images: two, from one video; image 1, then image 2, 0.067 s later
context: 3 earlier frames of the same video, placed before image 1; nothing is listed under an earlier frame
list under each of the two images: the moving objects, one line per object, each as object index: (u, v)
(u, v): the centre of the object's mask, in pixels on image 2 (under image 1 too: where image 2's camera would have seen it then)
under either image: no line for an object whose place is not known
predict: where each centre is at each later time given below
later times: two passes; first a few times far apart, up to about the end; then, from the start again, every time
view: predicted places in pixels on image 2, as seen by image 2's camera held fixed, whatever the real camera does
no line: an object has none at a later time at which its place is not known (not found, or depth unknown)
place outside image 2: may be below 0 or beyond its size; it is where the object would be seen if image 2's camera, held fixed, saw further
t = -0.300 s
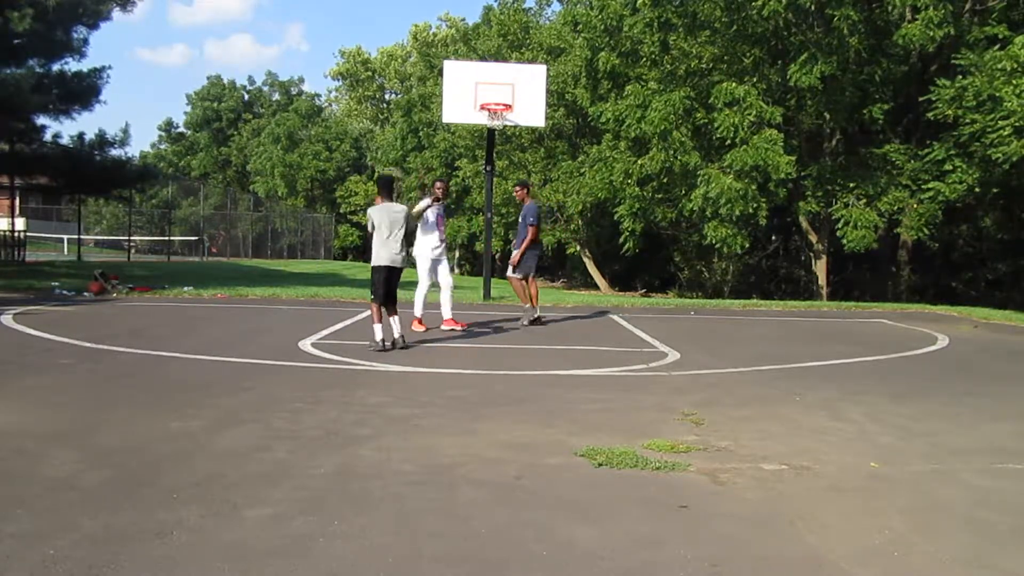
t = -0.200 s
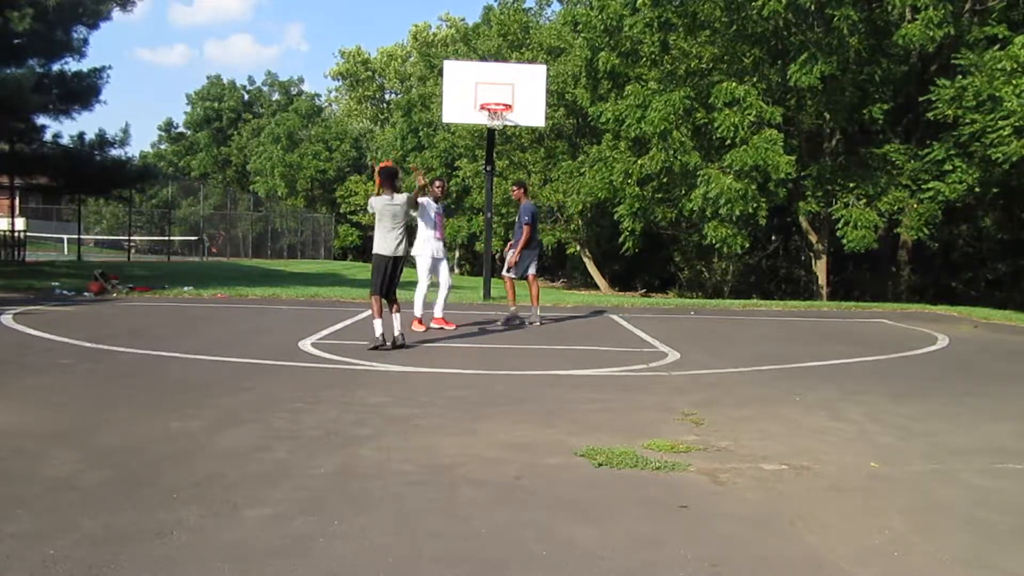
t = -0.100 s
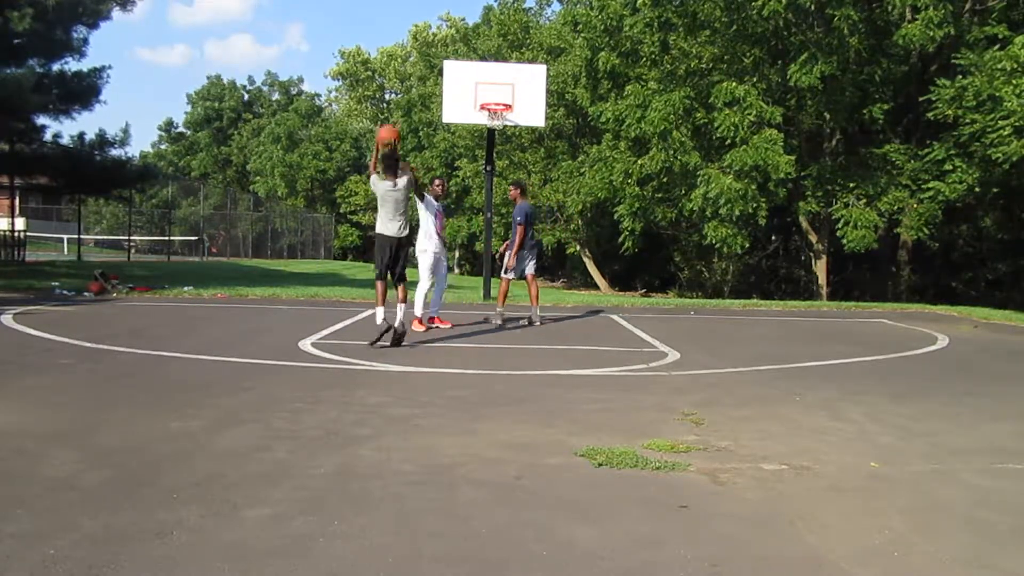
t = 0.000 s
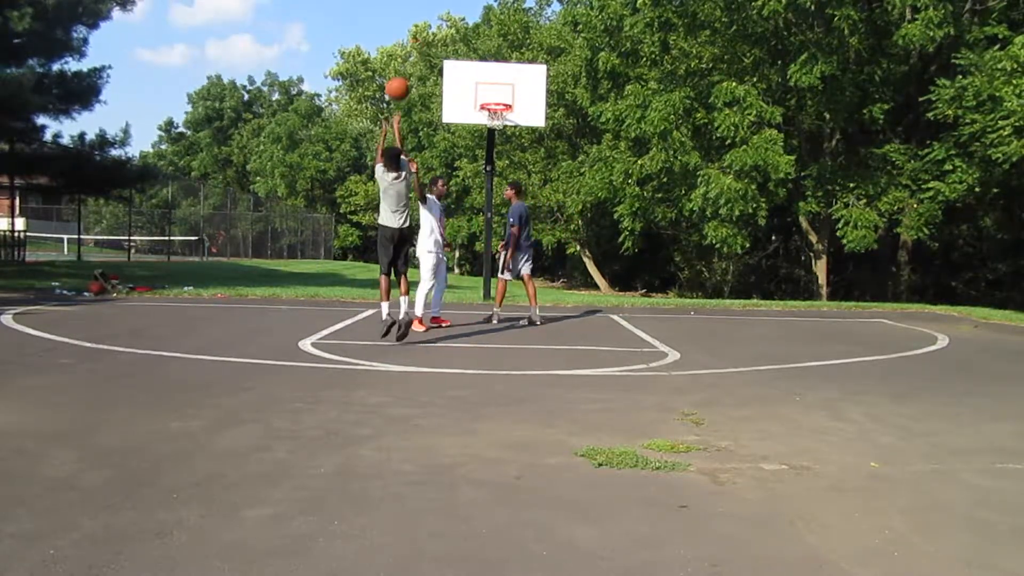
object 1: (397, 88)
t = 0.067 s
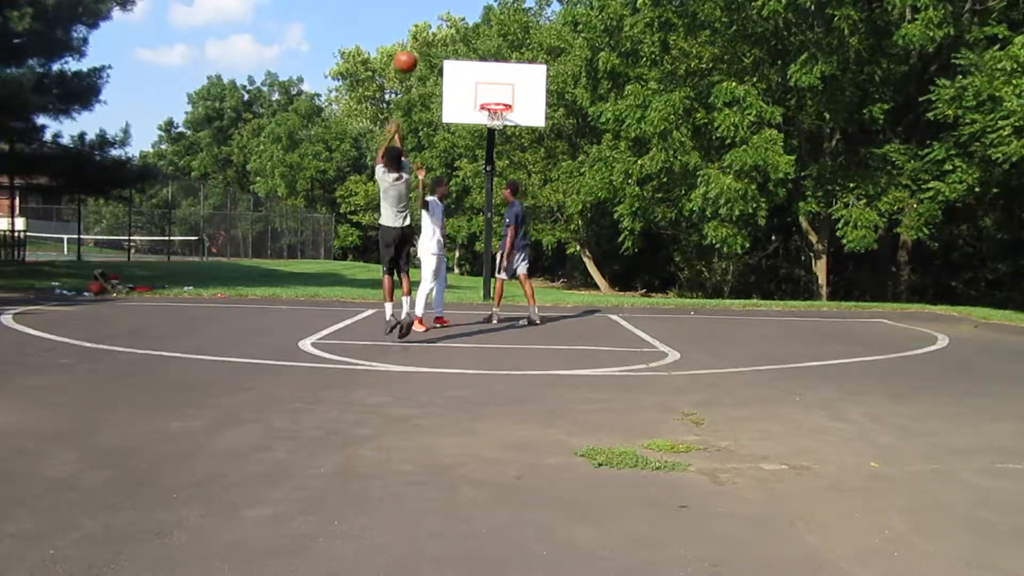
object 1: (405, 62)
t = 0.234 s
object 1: (424, 16)
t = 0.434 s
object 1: (443, 4)
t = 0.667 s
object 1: (461, 17)
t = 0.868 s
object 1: (475, 61)
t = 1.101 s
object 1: (493, 79)
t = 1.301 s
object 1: (508, 58)
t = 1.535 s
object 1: (524, 65)
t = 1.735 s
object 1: (537, 103)
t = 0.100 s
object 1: (410, 49)
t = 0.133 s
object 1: (413, 40)
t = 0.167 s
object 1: (417, 31)
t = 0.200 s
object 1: (421, 23)
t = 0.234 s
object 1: (424, 16)
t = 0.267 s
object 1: (428, 11)
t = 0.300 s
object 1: (431, 8)
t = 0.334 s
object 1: (434, 6)
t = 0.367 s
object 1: (437, 5)
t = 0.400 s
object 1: (440, 4)
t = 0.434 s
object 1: (443, 4)
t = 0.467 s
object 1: (446, 4)
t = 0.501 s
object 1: (449, 4)
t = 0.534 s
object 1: (451, 5)
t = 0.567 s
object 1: (454, 6)
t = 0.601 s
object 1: (457, 8)
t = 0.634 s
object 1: (459, 12)
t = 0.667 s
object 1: (461, 17)
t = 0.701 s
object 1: (464, 23)
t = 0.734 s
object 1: (466, 29)
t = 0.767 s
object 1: (469, 35)
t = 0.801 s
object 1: (470, 43)
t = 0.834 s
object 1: (471, 51)
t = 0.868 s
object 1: (475, 61)
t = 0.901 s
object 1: (477, 71)
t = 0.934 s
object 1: (479, 81)
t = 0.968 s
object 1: (481, 91)
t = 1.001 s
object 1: (482, 97)
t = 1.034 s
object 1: (486, 91)
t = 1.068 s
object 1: (490, 84)
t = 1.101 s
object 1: (493, 79)
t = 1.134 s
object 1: (496, 74)
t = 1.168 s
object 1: (499, 69)
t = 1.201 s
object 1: (501, 65)
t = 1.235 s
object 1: (504, 62)
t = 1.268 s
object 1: (506, 59)
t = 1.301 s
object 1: (508, 58)
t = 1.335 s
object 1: (511, 56)
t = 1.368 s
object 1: (512, 56)
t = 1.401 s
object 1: (515, 56)
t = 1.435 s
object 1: (517, 57)
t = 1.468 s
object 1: (519, 59)
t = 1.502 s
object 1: (522, 61)
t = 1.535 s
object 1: (524, 65)
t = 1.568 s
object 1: (526, 70)
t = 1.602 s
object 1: (528, 75)
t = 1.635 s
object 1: (530, 81)
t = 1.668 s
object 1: (533, 87)
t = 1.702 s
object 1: (535, 94)
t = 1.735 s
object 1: (537, 103)
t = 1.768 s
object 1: (539, 111)
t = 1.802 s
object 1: (541, 121)
